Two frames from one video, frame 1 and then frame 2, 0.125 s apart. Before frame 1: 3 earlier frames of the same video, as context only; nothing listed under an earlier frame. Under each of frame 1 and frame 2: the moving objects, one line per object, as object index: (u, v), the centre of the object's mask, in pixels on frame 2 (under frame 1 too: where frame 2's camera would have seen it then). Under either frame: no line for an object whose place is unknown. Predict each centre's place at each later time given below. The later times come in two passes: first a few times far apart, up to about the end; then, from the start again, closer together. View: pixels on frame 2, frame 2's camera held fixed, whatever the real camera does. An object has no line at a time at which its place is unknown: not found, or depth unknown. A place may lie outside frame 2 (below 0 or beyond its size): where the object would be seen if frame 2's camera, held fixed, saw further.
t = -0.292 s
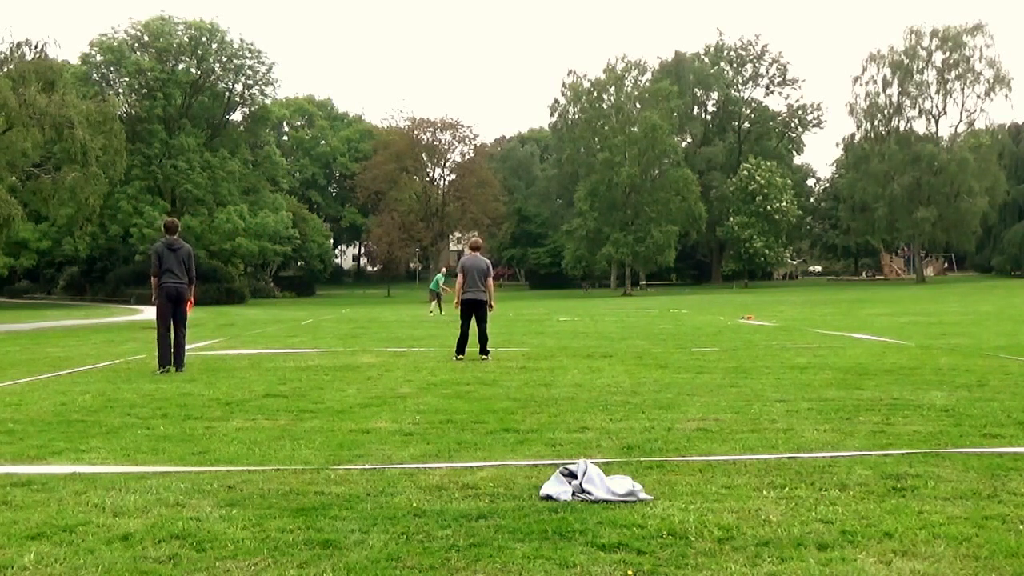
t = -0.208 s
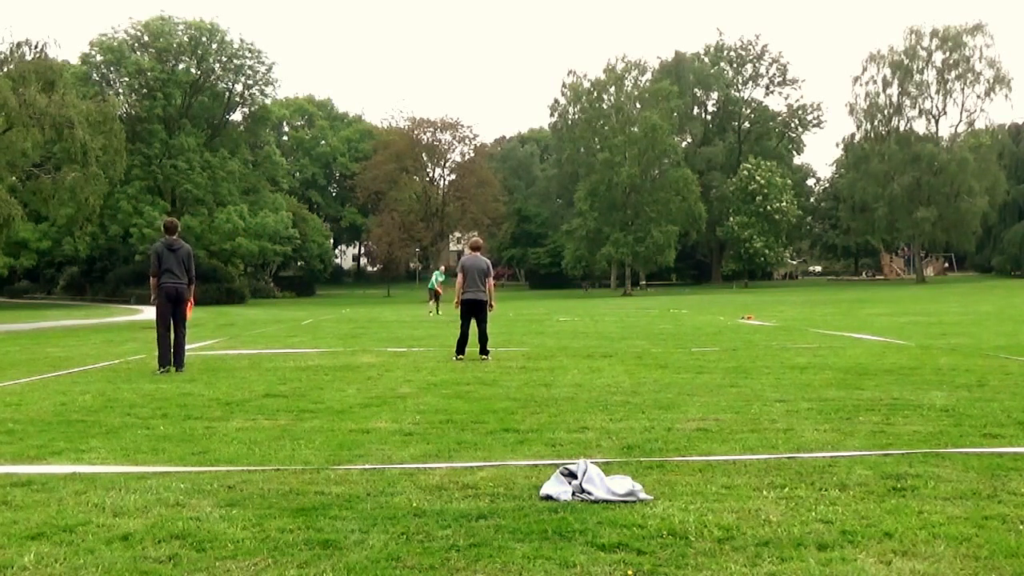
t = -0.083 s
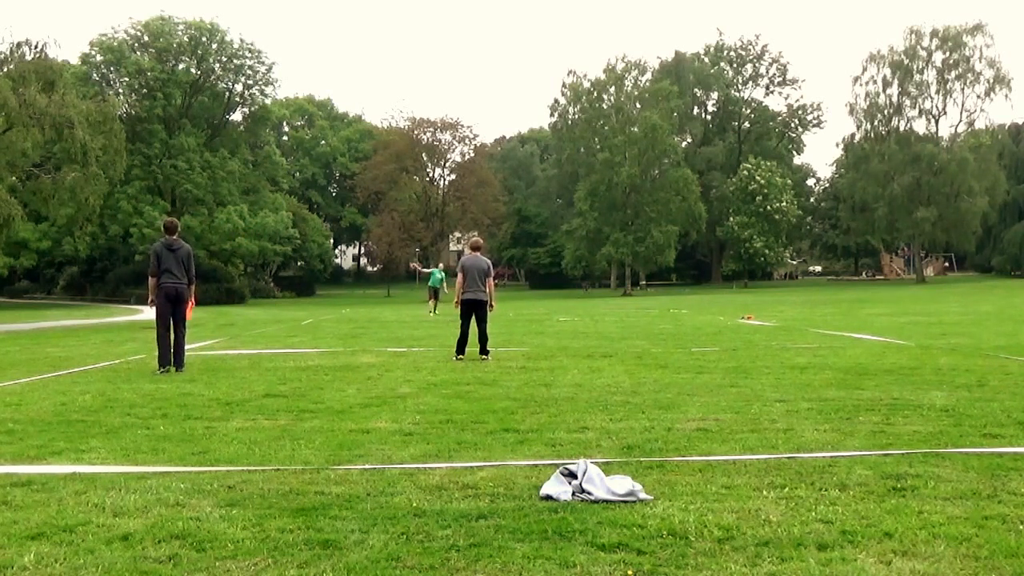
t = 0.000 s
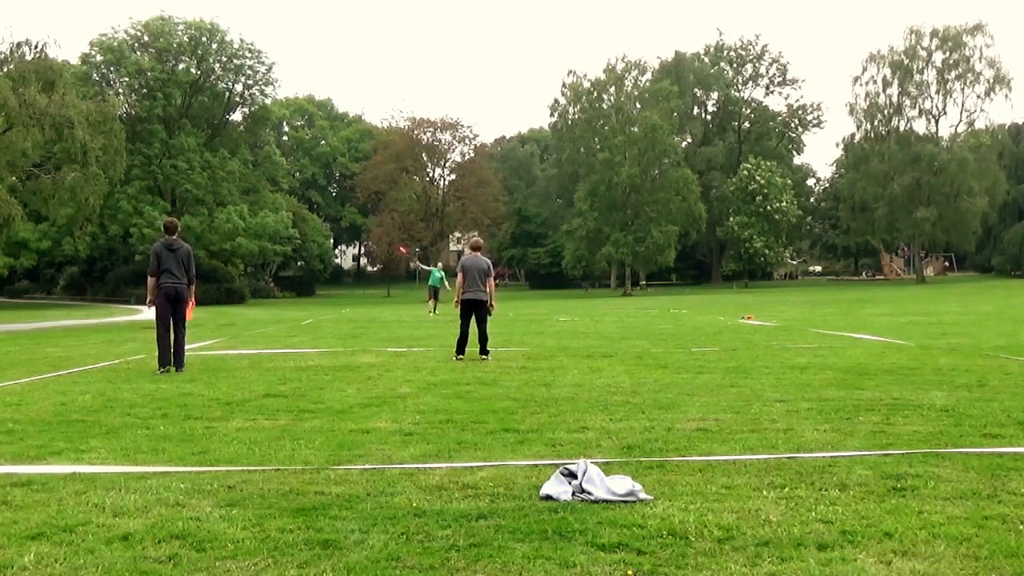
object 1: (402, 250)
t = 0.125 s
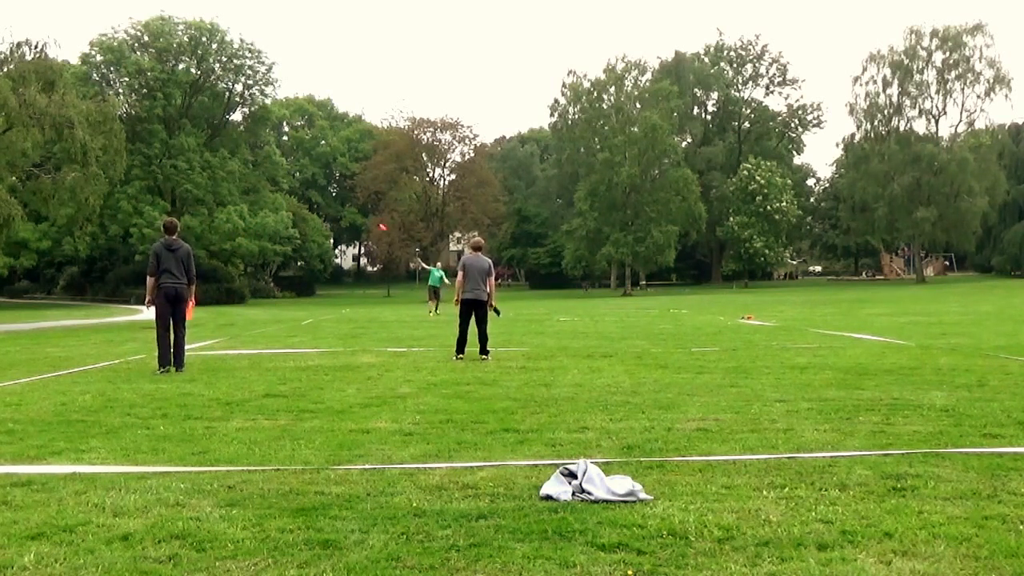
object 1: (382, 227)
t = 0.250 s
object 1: (363, 206)
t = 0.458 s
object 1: (334, 174)
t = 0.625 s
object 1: (311, 153)
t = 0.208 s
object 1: (369, 211)
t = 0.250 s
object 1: (363, 206)
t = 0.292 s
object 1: (358, 199)
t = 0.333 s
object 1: (352, 193)
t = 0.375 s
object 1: (346, 185)
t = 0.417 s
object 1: (339, 180)
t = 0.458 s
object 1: (334, 174)
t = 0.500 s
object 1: (328, 168)
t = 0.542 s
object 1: (322, 163)
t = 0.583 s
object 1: (316, 157)
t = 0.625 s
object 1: (311, 153)
